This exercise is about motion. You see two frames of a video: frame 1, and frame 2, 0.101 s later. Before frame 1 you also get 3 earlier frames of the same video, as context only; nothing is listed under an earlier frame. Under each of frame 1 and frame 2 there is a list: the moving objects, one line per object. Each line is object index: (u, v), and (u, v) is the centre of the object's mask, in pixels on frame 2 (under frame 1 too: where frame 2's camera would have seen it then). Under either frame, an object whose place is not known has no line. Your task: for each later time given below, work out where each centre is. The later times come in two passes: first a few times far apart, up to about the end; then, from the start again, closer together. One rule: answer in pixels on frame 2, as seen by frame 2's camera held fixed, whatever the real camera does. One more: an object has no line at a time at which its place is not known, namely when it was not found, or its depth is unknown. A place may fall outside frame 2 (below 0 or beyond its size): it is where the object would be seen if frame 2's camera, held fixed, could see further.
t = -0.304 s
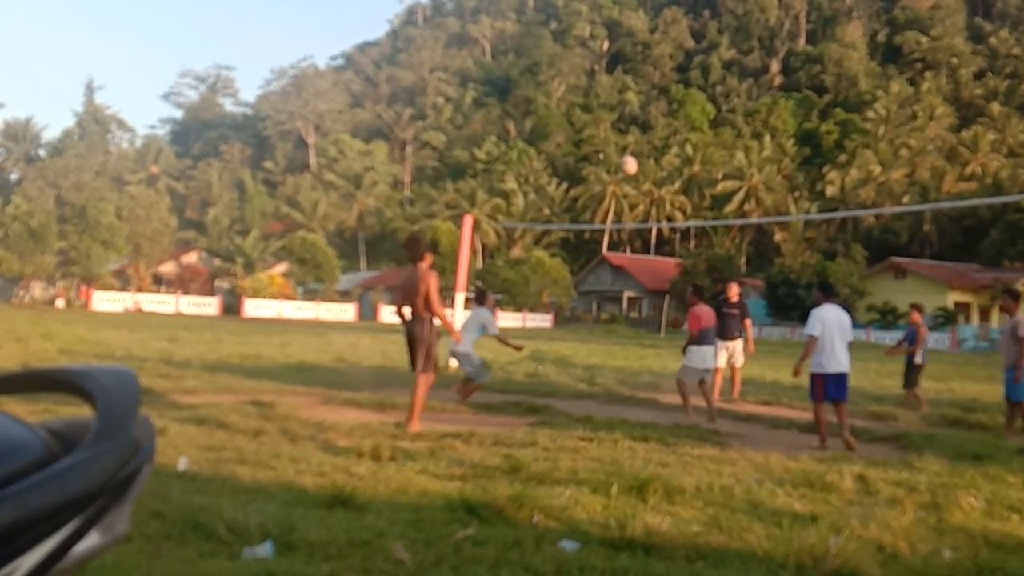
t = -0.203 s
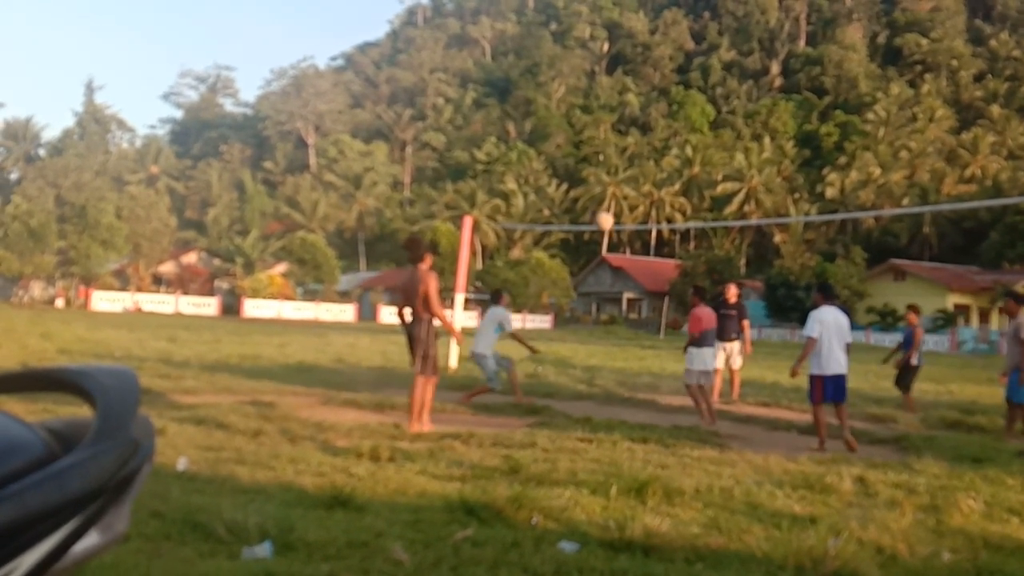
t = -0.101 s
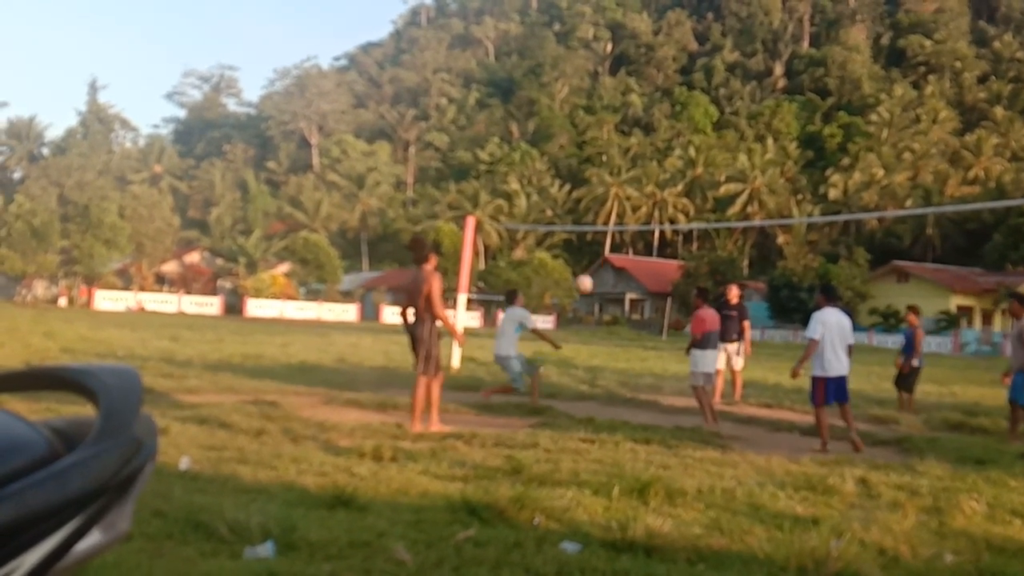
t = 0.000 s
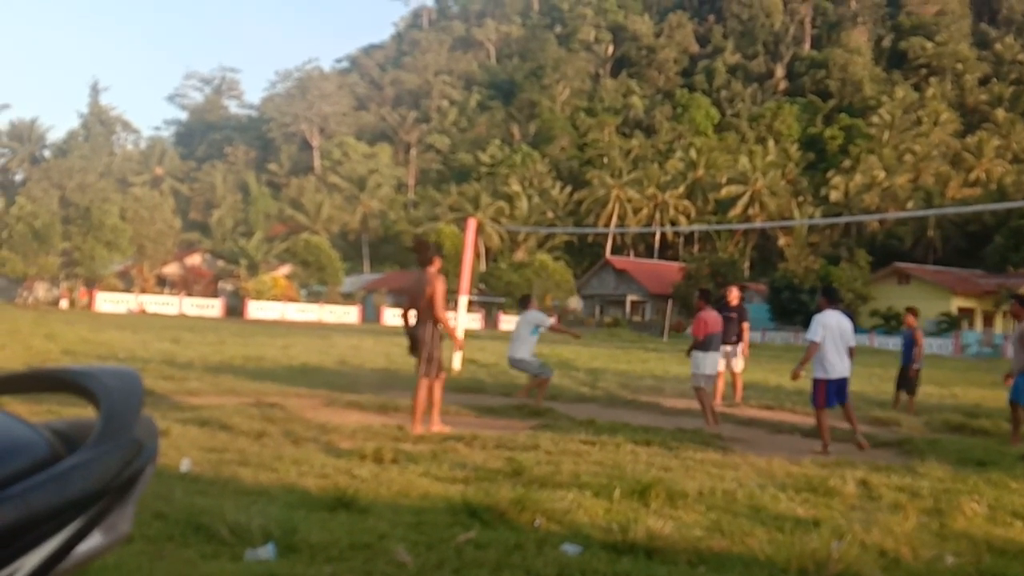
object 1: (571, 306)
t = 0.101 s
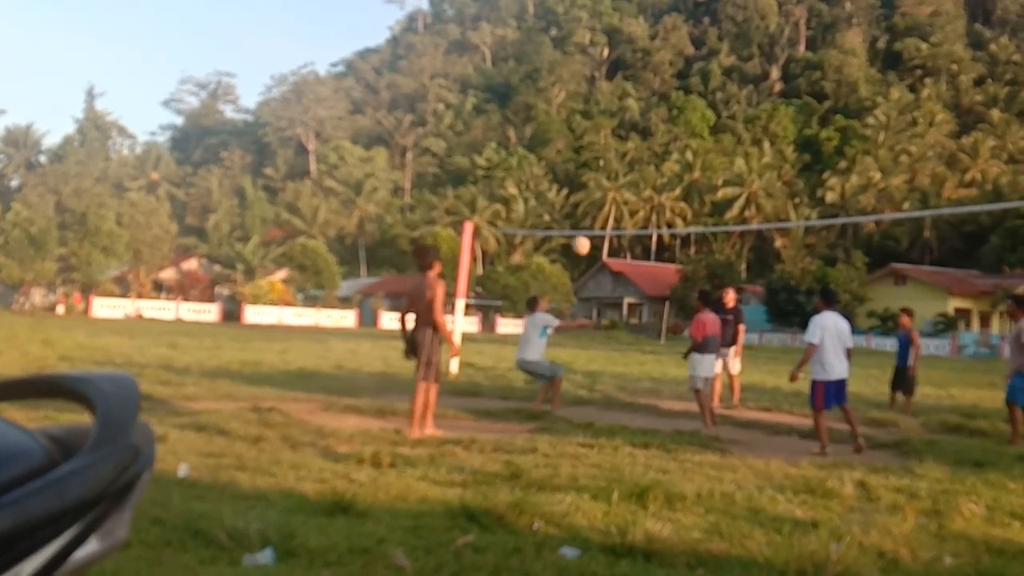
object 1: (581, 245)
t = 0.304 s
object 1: (597, 151)
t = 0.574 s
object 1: (613, 80)
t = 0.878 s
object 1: (626, 71)
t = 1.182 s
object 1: (637, 129)
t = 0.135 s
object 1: (584, 227)
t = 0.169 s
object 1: (586, 210)
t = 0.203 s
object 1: (589, 193)
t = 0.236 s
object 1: (592, 178)
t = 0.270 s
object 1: (594, 164)
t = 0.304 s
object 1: (597, 151)
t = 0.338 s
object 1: (599, 139)
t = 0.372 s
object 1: (601, 128)
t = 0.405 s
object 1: (603, 118)
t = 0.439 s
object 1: (605, 108)
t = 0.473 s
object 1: (607, 100)
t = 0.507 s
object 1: (609, 92)
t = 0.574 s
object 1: (613, 80)
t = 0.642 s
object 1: (616, 72)
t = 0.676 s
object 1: (617, 70)
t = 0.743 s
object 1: (620, 67)
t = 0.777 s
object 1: (622, 66)
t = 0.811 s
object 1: (623, 67)
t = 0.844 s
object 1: (624, 68)
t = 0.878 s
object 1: (626, 71)
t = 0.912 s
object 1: (628, 74)
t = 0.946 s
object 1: (629, 78)
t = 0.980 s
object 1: (630, 82)
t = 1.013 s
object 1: (632, 88)
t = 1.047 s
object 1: (633, 94)
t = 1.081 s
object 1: (634, 102)
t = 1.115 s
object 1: (635, 110)
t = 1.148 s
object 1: (636, 119)
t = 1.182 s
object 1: (637, 129)
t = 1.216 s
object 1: (638, 139)
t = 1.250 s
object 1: (640, 150)
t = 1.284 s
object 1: (640, 162)
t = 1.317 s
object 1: (642, 174)
